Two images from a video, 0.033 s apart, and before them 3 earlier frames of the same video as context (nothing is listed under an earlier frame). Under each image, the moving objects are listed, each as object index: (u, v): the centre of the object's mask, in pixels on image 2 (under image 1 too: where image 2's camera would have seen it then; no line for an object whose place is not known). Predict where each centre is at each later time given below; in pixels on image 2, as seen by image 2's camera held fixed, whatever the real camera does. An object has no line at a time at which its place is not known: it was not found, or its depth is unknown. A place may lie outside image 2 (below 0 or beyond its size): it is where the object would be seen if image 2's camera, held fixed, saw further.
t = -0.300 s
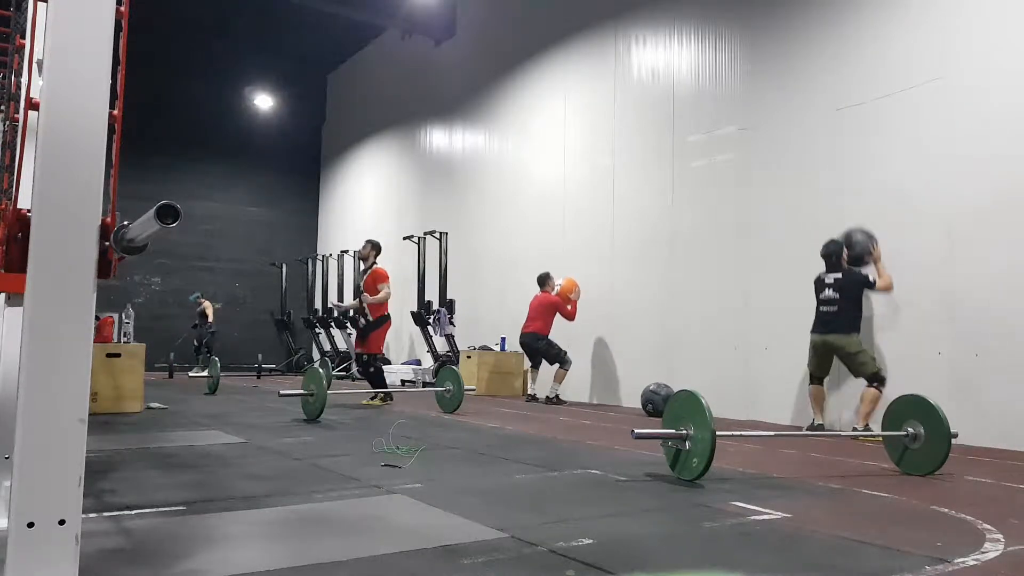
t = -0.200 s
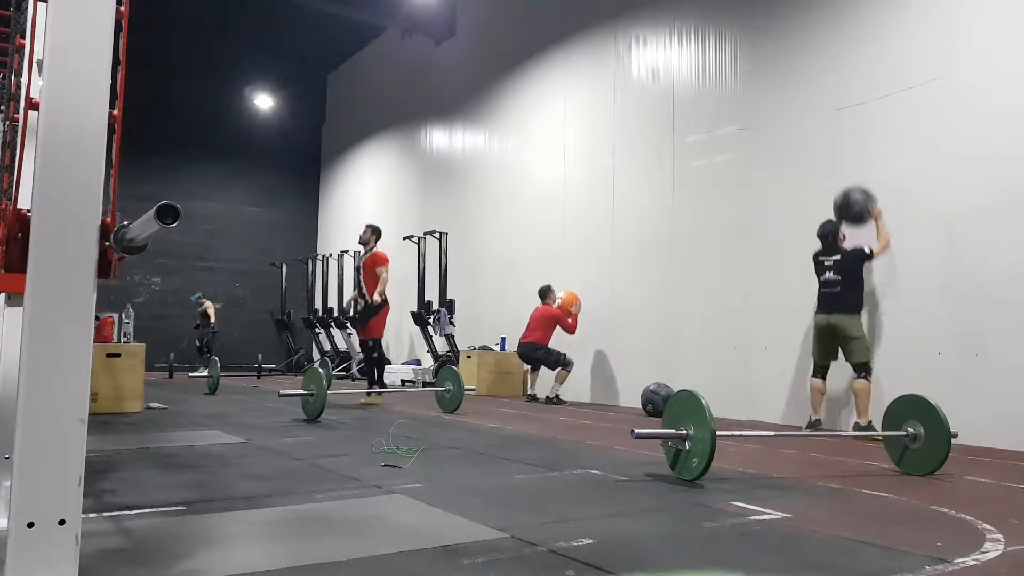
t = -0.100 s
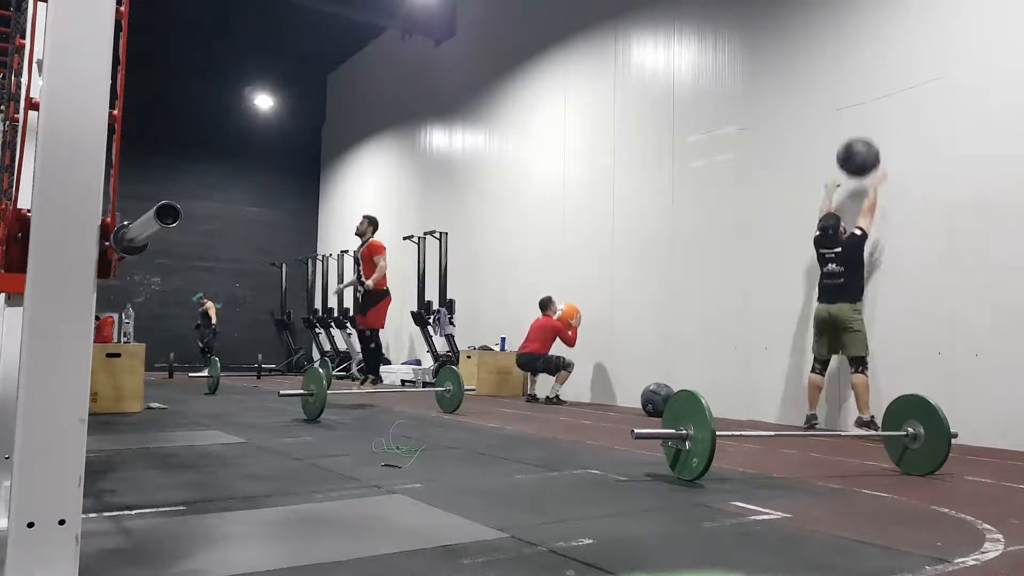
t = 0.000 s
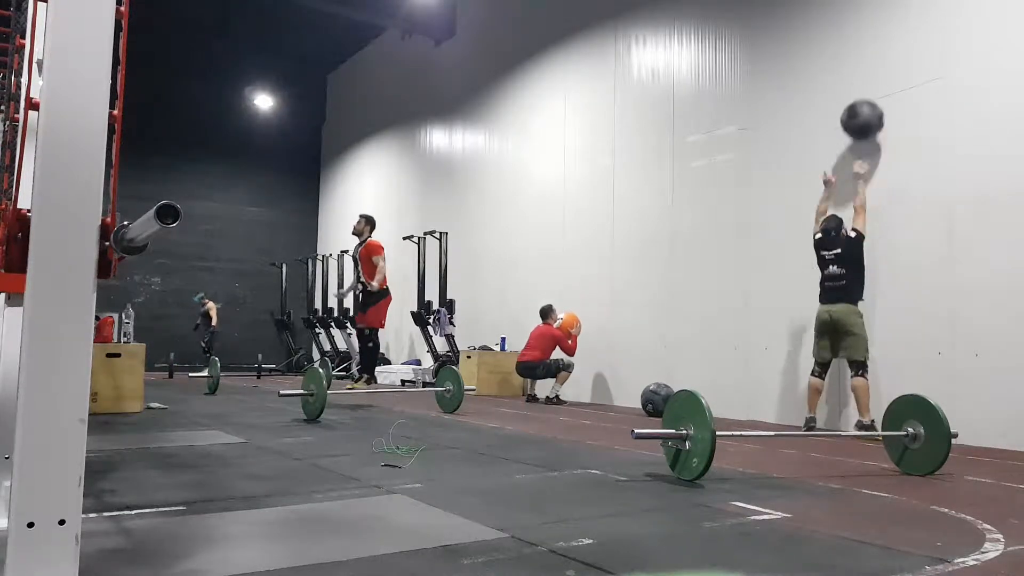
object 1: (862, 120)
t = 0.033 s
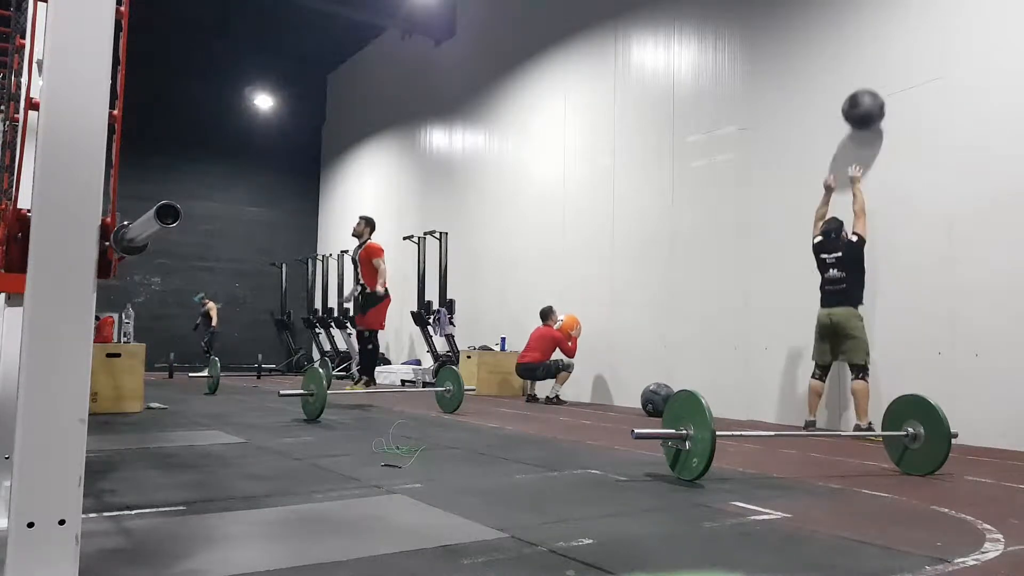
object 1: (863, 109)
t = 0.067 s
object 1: (865, 100)
